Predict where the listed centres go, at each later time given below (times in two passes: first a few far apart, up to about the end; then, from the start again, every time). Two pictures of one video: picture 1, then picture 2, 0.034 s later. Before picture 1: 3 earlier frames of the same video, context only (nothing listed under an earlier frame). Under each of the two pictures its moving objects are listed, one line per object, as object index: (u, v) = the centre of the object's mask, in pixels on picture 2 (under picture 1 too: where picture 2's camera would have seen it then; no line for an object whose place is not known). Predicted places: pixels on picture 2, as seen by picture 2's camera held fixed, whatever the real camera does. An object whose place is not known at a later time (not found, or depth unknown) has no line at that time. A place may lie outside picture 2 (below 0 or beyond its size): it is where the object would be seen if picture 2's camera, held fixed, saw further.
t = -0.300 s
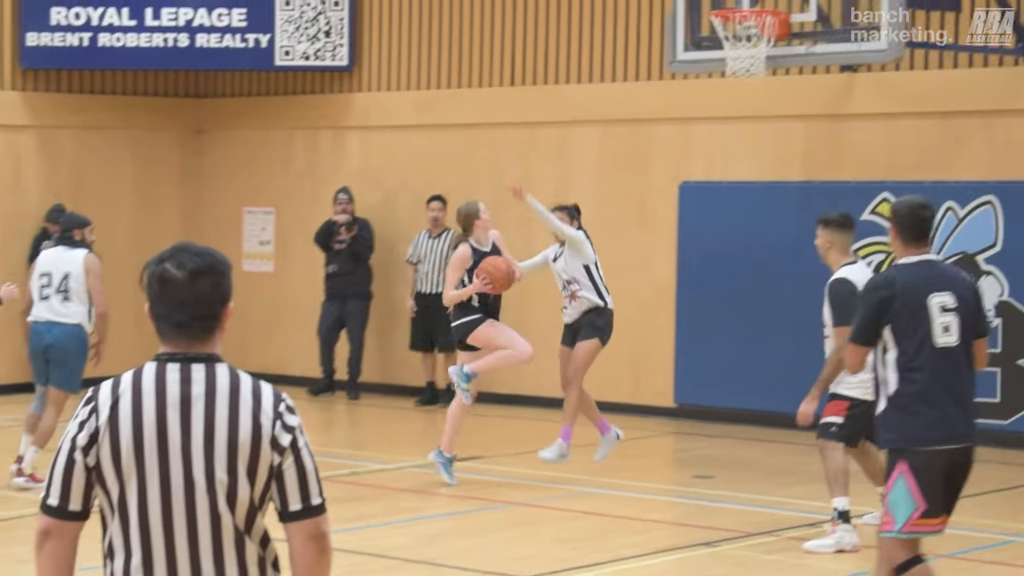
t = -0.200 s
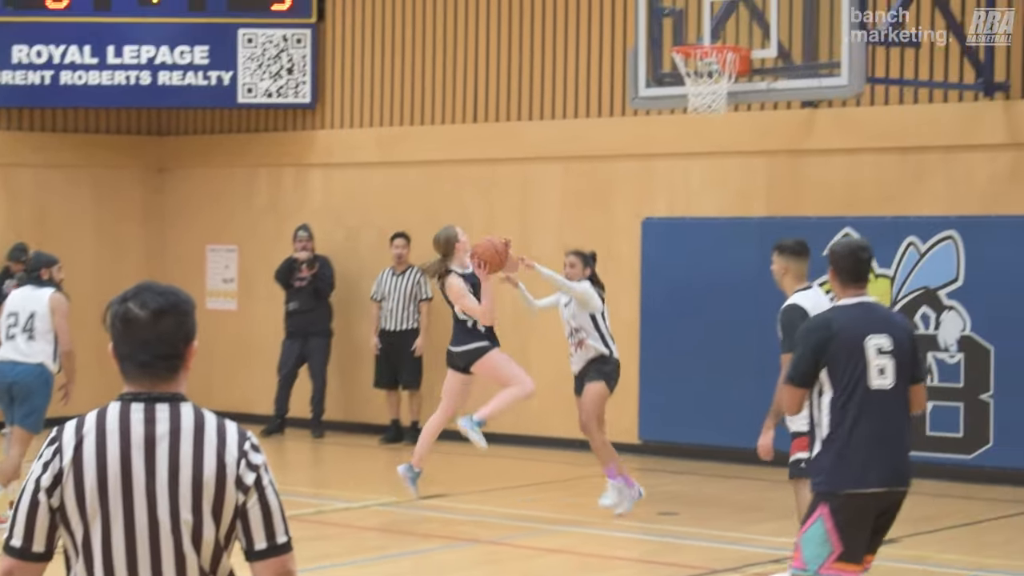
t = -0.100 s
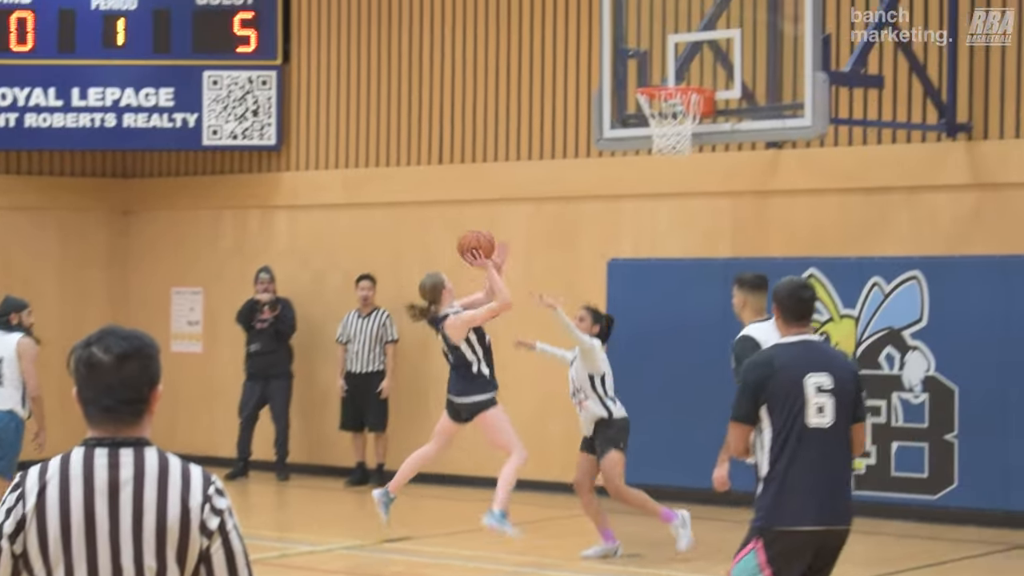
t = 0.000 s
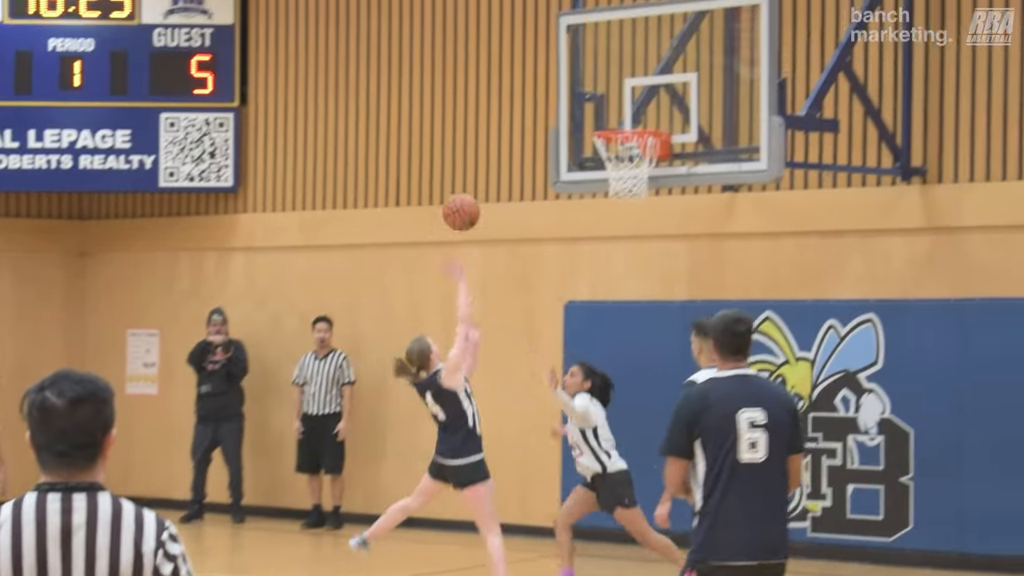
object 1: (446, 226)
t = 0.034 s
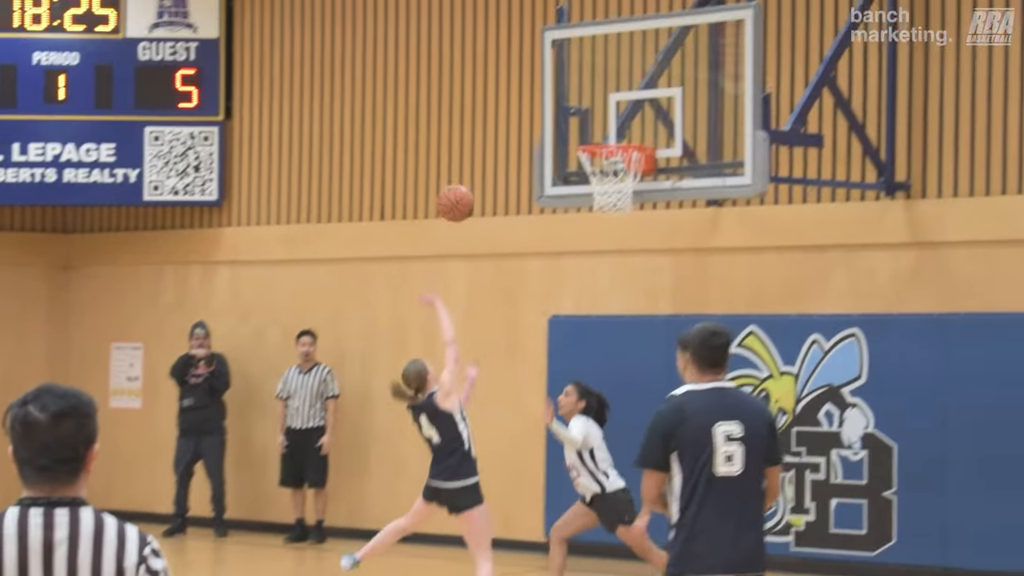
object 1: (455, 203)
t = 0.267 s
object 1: (520, 95)
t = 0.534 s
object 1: (591, 78)
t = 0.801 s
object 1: (612, 149)
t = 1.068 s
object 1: (589, 189)
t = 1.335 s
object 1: (584, 268)
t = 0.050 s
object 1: (460, 192)
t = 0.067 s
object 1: (465, 182)
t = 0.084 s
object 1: (469, 172)
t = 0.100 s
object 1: (474, 163)
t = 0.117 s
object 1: (479, 154)
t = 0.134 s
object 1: (483, 146)
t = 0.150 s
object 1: (488, 138)
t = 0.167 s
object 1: (493, 130)
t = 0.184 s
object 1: (497, 124)
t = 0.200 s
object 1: (502, 117)
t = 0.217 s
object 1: (506, 112)
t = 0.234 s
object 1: (511, 105)
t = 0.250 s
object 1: (515, 100)
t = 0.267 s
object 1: (520, 95)
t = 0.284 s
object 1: (525, 92)
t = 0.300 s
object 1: (530, 88)
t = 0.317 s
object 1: (534, 85)
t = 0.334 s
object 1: (539, 81)
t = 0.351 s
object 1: (543, 79)
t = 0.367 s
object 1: (547, 77)
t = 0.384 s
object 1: (552, 75)
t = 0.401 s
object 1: (556, 73)
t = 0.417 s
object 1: (561, 73)
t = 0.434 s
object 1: (565, 72)
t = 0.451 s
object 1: (569, 72)
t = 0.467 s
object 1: (574, 73)
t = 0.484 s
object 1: (578, 73)
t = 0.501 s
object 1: (583, 74)
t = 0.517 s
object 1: (588, 76)
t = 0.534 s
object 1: (591, 78)
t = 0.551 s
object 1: (596, 80)
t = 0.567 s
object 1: (601, 83)
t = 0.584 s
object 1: (605, 86)
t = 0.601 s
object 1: (609, 90)
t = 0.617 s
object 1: (613, 93)
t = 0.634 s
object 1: (618, 98)
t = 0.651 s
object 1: (622, 103)
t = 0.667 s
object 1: (627, 107)
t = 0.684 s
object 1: (631, 113)
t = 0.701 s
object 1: (629, 117)
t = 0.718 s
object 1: (625, 122)
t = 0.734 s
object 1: (623, 127)
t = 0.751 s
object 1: (619, 130)
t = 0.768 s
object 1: (617, 134)
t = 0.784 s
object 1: (615, 137)
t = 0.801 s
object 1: (612, 149)
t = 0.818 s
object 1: (607, 161)
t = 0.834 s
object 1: (606, 164)
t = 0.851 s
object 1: (603, 172)
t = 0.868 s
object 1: (601, 176)
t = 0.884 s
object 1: (600, 177)
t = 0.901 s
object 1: (594, 169)
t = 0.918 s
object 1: (596, 170)
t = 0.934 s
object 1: (594, 177)
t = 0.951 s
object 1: (593, 177)
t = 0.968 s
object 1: (592, 177)
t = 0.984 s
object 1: (592, 176)
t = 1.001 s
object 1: (592, 187)
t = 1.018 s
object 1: (591, 187)
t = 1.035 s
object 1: (591, 187)
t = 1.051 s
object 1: (590, 188)
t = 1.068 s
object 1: (589, 189)
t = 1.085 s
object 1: (589, 190)
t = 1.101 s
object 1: (588, 192)
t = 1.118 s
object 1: (587, 195)
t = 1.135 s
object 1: (587, 197)
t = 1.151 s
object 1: (587, 200)
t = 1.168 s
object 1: (586, 204)
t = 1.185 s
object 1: (586, 208)
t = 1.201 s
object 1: (585, 212)
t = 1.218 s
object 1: (585, 218)
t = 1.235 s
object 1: (585, 224)
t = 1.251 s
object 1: (585, 230)
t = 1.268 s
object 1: (584, 237)
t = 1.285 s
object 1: (584, 244)
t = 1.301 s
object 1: (584, 251)
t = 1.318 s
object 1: (584, 259)
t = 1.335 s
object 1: (584, 268)
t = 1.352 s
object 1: (584, 276)
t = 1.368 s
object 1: (584, 285)
